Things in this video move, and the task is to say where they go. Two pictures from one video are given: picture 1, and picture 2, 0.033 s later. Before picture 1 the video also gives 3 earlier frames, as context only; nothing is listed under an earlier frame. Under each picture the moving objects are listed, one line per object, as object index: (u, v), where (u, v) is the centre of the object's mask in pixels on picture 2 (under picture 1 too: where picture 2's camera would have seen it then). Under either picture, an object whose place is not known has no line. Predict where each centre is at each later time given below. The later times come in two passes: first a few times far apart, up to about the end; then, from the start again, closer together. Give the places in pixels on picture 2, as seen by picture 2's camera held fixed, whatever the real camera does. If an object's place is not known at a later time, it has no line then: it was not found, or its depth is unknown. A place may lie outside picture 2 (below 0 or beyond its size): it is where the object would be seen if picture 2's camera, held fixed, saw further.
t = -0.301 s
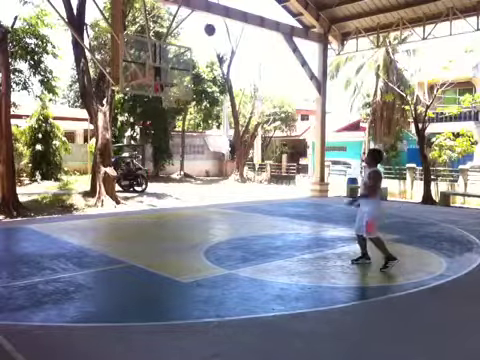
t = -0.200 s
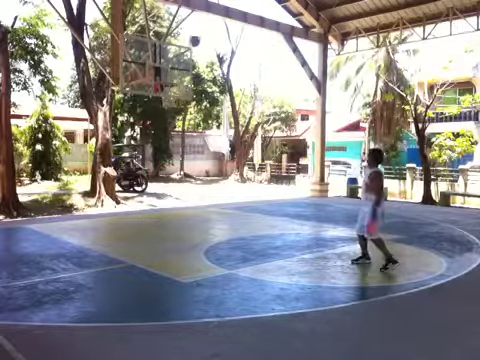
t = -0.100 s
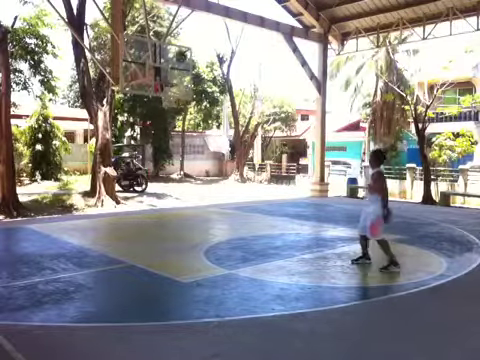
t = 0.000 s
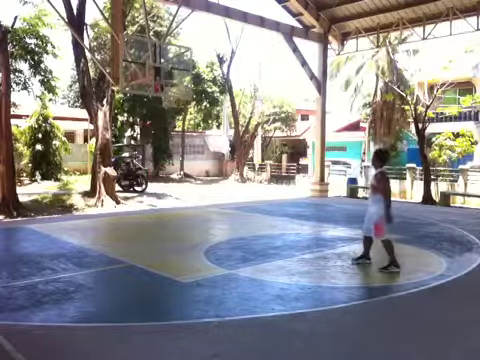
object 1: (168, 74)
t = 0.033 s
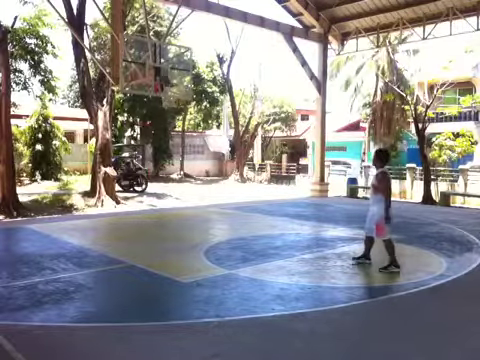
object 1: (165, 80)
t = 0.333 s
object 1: (190, 51)
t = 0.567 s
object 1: (218, 55)
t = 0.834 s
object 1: (253, 101)
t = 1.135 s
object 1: (306, 232)
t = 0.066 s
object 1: (166, 76)
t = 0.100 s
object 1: (170, 71)
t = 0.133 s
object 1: (172, 68)
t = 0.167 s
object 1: (175, 62)
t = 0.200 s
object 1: (177, 61)
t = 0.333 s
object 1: (190, 51)
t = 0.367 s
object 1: (194, 49)
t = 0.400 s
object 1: (197, 48)
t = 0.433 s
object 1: (201, 48)
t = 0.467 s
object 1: (204, 49)
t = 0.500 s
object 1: (208, 49)
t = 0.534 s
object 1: (212, 51)
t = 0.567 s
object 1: (218, 55)
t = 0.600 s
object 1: (220, 57)
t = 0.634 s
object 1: (224, 60)
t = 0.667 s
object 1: (229, 65)
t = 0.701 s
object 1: (233, 70)
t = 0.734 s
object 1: (238, 76)
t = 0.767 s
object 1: (243, 84)
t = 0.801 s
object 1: (248, 91)
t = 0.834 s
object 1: (253, 101)
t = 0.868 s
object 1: (258, 110)
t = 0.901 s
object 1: (263, 121)
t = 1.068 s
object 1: (293, 194)
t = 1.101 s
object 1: (299, 212)
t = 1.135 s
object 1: (306, 232)
